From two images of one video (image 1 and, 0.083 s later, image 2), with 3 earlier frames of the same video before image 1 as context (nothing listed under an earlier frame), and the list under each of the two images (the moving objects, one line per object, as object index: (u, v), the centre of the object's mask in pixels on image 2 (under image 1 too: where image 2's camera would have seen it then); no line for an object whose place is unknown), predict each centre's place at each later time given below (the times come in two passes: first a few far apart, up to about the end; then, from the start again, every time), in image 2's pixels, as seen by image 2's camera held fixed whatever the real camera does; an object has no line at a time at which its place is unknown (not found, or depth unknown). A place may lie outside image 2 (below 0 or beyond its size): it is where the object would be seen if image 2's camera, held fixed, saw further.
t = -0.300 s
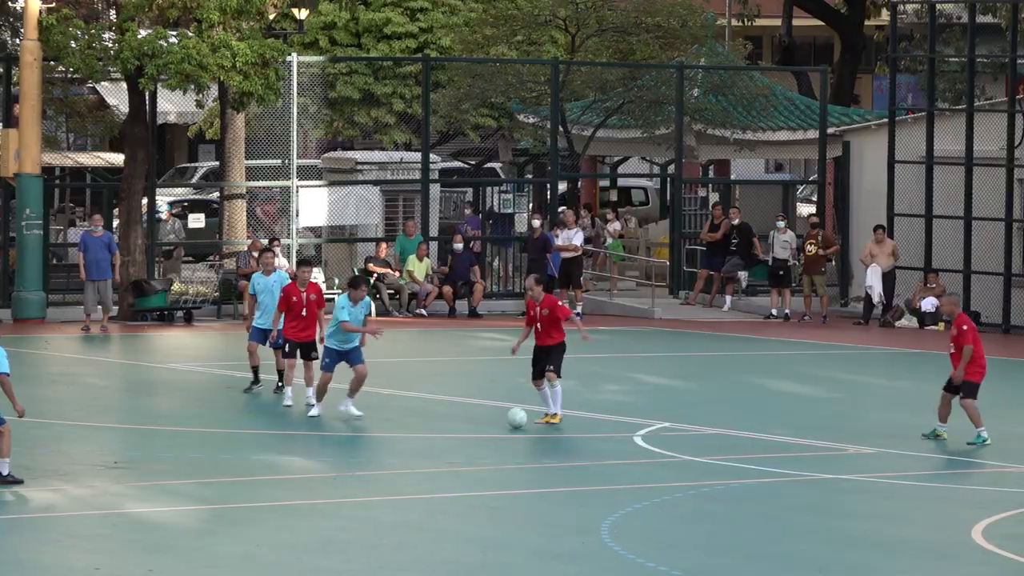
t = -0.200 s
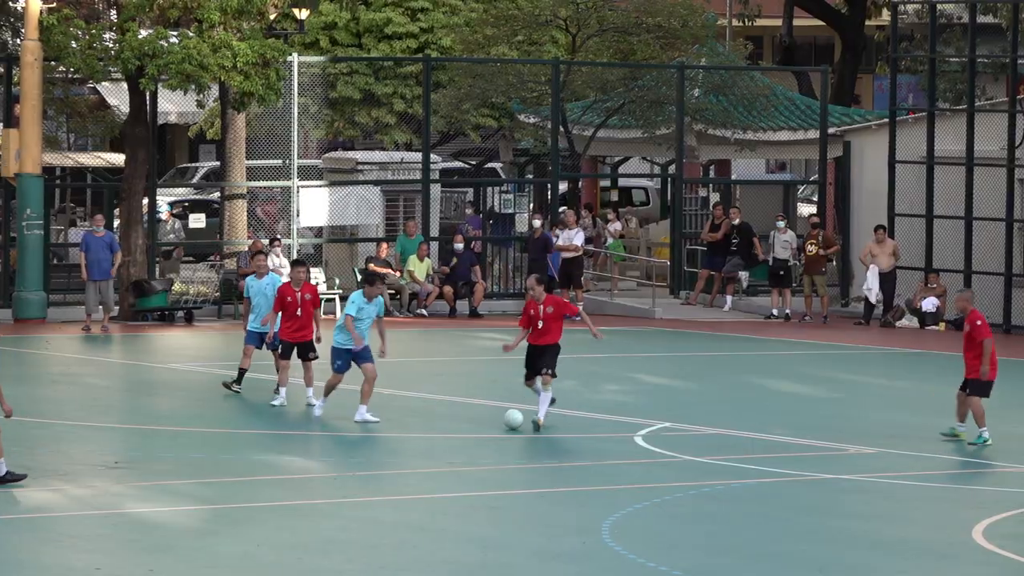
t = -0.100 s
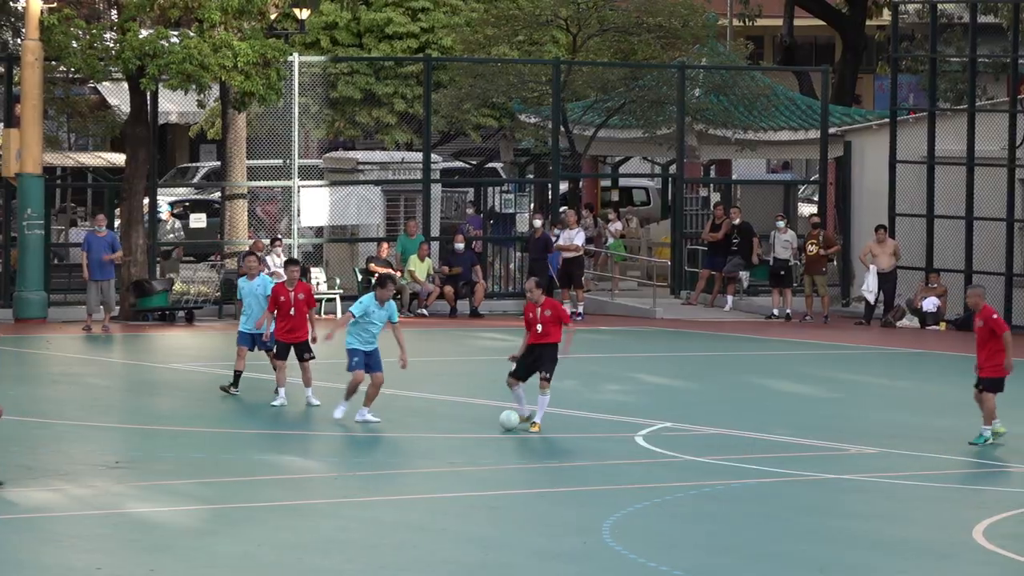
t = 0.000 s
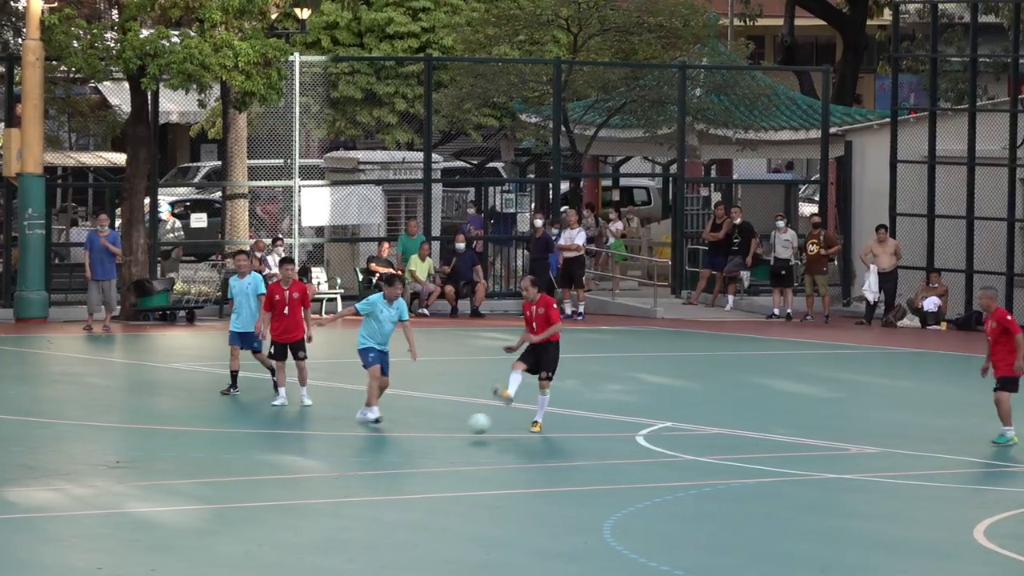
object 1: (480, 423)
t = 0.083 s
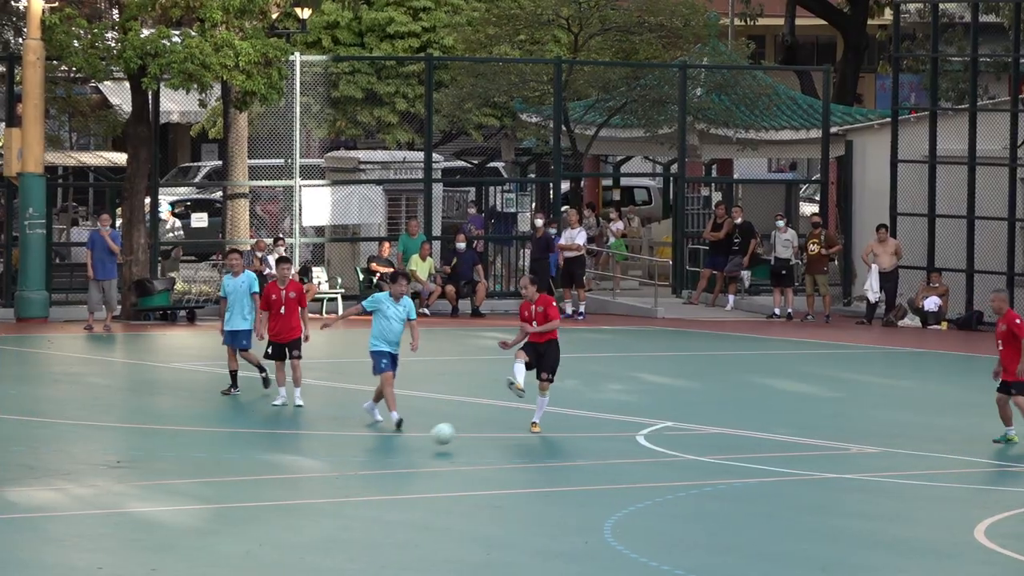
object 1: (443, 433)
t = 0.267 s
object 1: (368, 453)
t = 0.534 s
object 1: (274, 493)
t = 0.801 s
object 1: (198, 521)
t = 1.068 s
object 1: (122, 552)
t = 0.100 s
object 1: (435, 437)
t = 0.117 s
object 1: (428, 440)
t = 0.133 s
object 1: (420, 444)
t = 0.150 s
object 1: (412, 448)
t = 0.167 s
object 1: (405, 448)
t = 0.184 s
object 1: (399, 448)
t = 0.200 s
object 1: (394, 449)
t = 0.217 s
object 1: (387, 450)
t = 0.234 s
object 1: (381, 451)
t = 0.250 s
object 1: (375, 451)
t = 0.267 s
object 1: (368, 453)
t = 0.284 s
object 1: (362, 455)
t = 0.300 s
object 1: (356, 458)
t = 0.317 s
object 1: (349, 462)
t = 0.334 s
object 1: (343, 465)
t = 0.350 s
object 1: (336, 469)
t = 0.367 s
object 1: (329, 474)
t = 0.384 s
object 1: (323, 474)
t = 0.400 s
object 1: (318, 474)
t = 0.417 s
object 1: (313, 476)
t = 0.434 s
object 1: (308, 477)
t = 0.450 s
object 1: (302, 479)
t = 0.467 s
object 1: (296, 481)
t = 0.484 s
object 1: (290, 483)
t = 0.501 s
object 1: (285, 486)
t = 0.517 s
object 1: (279, 490)
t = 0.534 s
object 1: (274, 493)
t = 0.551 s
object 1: (268, 494)
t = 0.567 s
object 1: (263, 496)
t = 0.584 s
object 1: (259, 498)
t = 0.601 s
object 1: (254, 500)
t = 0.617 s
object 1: (249, 502)
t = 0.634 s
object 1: (244, 505)
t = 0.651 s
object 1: (239, 506)
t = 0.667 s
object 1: (235, 508)
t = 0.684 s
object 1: (231, 509)
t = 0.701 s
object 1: (227, 510)
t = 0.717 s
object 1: (222, 512)
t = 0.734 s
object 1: (218, 515)
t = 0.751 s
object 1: (213, 516)
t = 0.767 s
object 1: (208, 517)
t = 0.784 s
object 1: (203, 519)
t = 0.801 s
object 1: (198, 521)
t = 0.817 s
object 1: (193, 524)
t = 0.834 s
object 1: (189, 527)
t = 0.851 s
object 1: (184, 529)
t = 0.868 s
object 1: (179, 530)
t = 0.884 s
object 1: (175, 532)
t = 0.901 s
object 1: (170, 532)
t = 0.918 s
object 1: (165, 533)
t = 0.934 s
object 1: (161, 536)
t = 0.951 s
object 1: (156, 539)
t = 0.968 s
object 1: (152, 540)
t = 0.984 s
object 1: (147, 542)
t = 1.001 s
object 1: (142, 544)
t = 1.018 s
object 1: (137, 548)
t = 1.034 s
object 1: (133, 550)
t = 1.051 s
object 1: (128, 550)
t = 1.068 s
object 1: (122, 552)
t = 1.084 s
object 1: (118, 554)
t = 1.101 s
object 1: (112, 558)
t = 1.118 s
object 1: (107, 561)
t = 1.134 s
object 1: (102, 562)
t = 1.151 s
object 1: (97, 565)
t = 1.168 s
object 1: (92, 568)
